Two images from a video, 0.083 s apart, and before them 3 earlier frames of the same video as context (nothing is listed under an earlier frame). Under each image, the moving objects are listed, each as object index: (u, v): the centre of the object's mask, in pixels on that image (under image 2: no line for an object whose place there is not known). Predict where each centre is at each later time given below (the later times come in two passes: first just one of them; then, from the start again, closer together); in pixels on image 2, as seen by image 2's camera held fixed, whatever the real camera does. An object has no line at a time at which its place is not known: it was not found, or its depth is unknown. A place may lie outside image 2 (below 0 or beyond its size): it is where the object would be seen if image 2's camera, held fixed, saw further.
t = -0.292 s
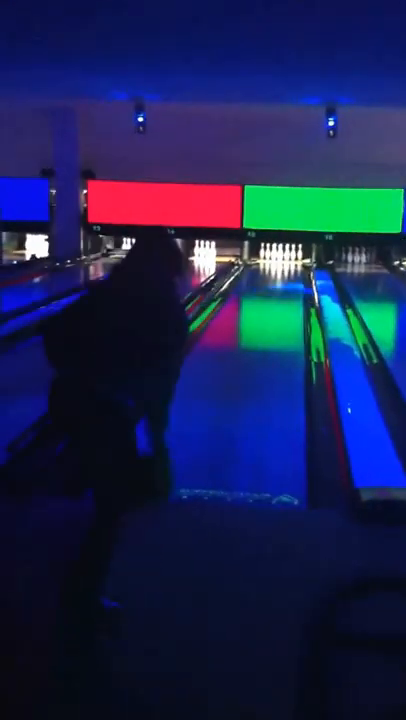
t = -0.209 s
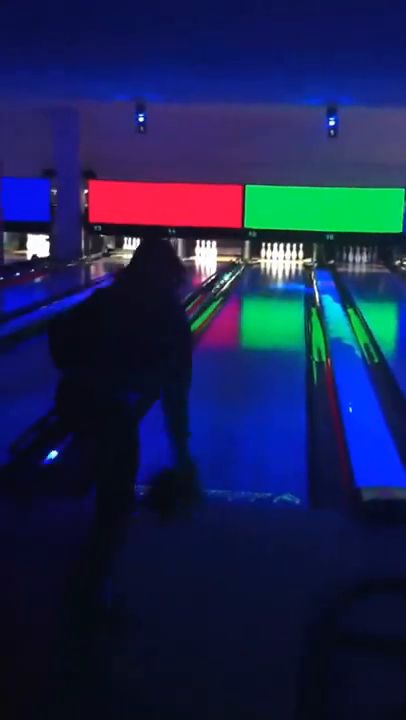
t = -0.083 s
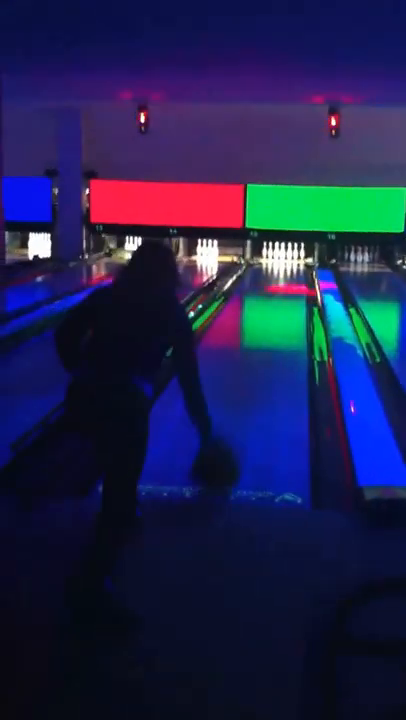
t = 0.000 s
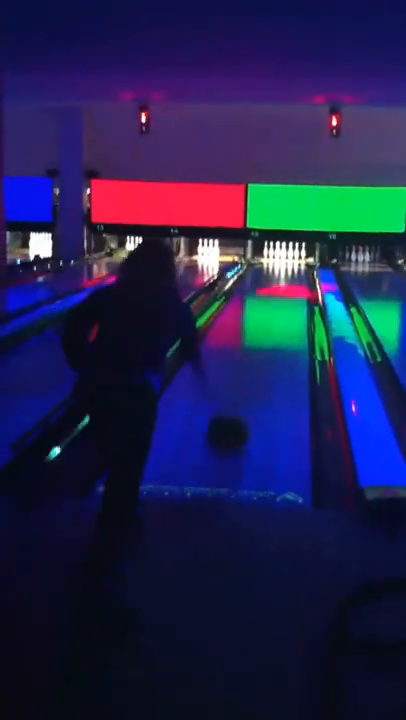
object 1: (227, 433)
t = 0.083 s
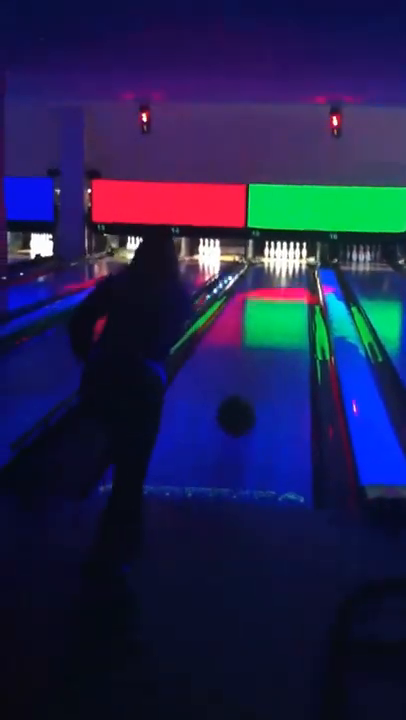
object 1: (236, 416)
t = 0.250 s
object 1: (244, 408)
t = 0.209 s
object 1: (242, 412)
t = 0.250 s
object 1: (244, 408)
